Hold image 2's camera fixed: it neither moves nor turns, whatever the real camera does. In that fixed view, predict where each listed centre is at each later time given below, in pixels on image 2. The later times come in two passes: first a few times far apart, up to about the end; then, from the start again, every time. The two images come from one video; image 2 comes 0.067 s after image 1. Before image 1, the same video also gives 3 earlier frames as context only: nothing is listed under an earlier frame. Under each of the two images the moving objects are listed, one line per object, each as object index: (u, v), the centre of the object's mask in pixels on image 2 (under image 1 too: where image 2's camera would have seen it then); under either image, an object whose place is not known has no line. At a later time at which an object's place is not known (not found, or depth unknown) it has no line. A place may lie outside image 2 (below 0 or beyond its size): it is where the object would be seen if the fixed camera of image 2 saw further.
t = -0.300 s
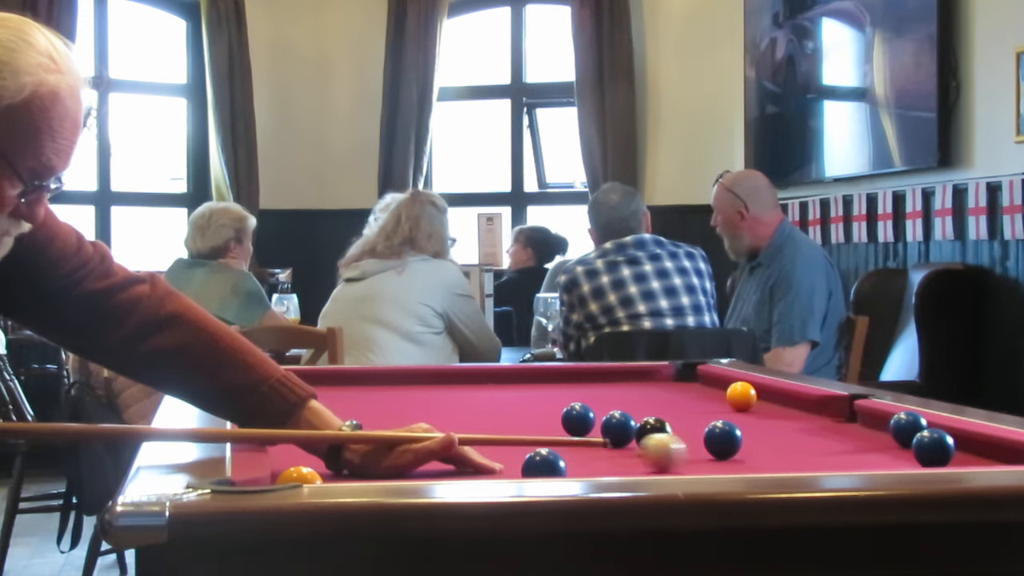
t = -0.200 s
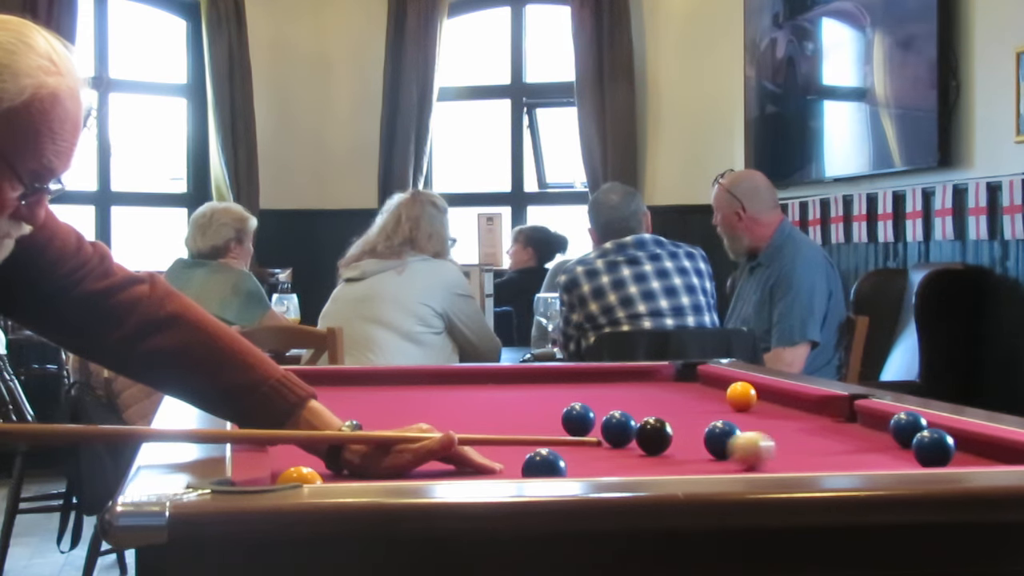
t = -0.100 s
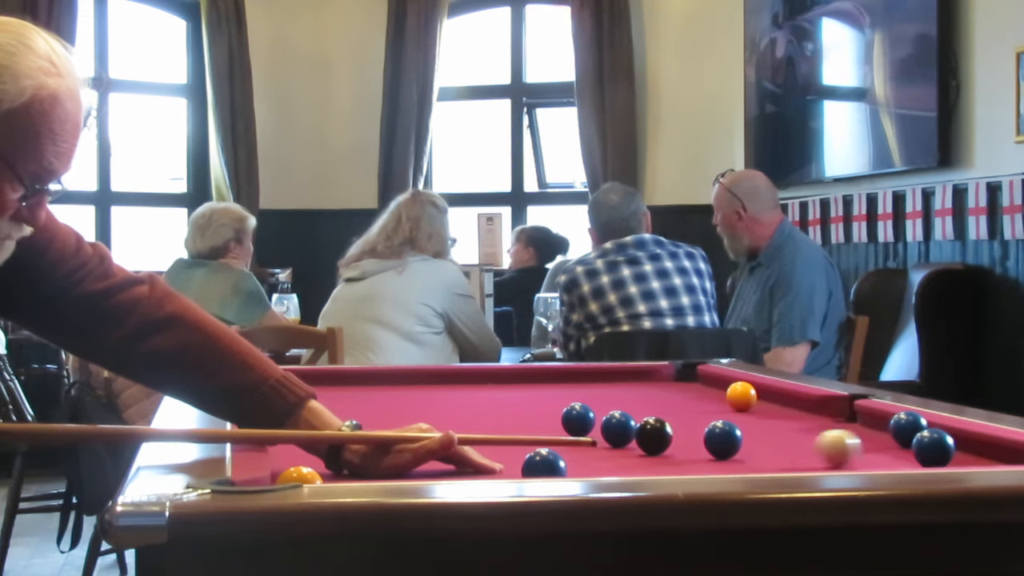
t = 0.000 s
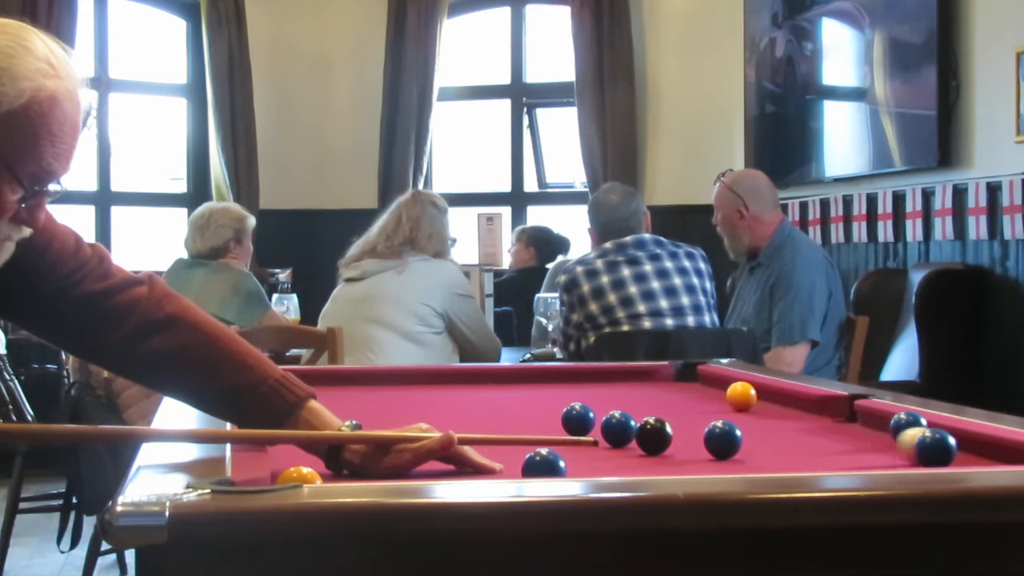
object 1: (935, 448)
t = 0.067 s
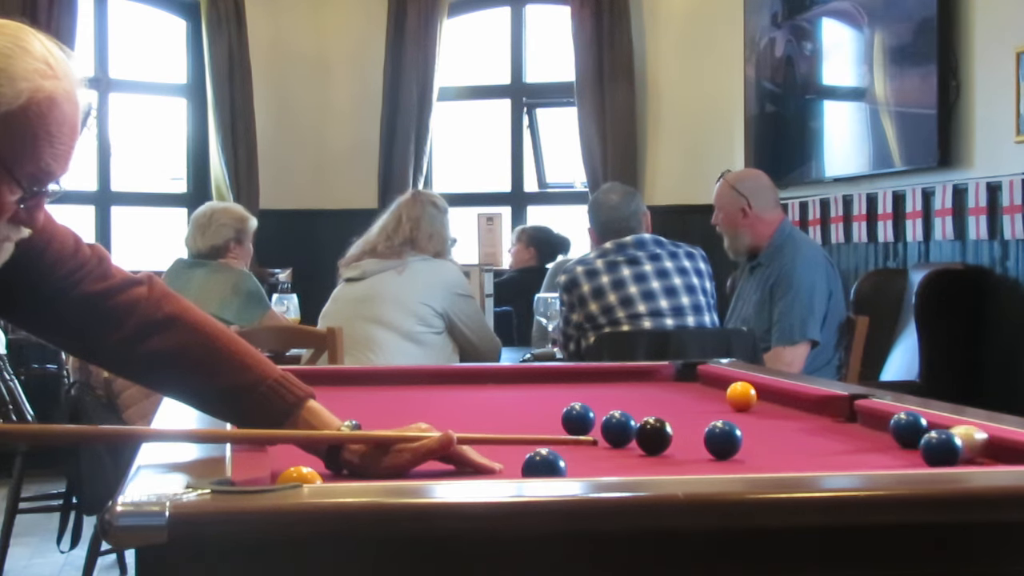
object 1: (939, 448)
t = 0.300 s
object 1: (960, 449)
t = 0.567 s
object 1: (977, 450)
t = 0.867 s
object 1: (993, 451)
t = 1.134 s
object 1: (1001, 451)
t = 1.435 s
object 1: (1004, 452)
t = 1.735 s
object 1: (1003, 452)
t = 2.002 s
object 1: (1004, 452)
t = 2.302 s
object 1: (1004, 452)
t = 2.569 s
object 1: (1003, 452)
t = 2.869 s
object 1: (1002, 452)
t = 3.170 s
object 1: (1003, 452)
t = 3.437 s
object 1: (1002, 452)
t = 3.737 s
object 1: (1002, 452)
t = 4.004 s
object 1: (1002, 452)
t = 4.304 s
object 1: (1002, 452)
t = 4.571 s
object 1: (1002, 452)
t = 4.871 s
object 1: (1002, 452)
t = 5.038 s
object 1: (1002, 452)
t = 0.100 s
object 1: (943, 448)
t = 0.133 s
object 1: (946, 449)
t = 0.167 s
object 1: (950, 449)
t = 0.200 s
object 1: (952, 449)
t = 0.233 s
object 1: (955, 449)
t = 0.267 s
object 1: (958, 449)
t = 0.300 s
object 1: (960, 449)
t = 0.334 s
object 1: (962, 449)
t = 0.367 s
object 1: (965, 450)
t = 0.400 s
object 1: (967, 450)
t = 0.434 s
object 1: (968, 450)
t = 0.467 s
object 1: (970, 450)
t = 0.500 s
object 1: (973, 450)
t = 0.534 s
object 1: (975, 450)
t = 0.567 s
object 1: (977, 450)
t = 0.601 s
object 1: (977, 451)
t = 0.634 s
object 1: (979, 451)
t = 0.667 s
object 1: (981, 451)
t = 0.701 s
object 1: (983, 451)
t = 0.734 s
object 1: (984, 451)
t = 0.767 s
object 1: (986, 451)
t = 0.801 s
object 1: (990, 451)
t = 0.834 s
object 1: (992, 451)
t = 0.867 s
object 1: (993, 451)
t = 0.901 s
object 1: (994, 451)
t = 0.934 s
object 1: (996, 451)
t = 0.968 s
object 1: (997, 451)
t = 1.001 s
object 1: (998, 451)
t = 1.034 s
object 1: (998, 451)
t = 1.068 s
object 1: (1000, 451)
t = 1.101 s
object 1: (1000, 451)
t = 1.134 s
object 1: (1001, 451)
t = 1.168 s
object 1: (1002, 452)
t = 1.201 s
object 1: (1001, 452)
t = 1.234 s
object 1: (1001, 452)
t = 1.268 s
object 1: (1003, 452)
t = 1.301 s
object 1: (1003, 452)
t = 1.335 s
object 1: (1003, 452)
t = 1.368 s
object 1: (1003, 452)
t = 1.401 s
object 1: (1004, 452)
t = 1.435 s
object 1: (1004, 452)
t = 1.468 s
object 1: (1004, 452)
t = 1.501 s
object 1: (1004, 452)
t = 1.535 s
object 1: (1003, 452)
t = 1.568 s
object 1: (1004, 452)
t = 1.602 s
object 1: (1003, 452)
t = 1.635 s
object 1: (1003, 452)
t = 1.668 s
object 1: (1002, 452)
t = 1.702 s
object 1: (1004, 452)
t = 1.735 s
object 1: (1003, 452)
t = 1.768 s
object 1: (1003, 452)
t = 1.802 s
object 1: (1004, 452)
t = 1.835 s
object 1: (1004, 452)
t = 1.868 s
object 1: (1003, 452)
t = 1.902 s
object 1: (1004, 452)
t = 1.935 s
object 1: (1003, 452)
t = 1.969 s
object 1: (1003, 452)
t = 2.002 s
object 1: (1004, 452)
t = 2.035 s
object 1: (1003, 452)
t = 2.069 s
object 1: (1002, 452)
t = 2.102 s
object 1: (1004, 452)
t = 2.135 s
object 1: (1004, 452)
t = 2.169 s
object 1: (1004, 452)
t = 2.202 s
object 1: (1004, 452)
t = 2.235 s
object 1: (1002, 452)
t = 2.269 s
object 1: (1002, 452)
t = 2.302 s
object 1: (1004, 452)
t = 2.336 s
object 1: (1004, 452)
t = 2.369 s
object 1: (1003, 452)
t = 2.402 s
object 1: (1004, 452)
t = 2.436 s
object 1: (1002, 452)
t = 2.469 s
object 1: (1002, 452)
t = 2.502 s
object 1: (1004, 452)
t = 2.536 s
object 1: (1002, 452)
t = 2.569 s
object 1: (1003, 452)
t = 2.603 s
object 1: (1004, 452)
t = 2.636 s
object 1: (1003, 452)
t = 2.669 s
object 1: (1003, 452)
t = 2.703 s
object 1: (1003, 452)
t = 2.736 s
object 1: (1003, 452)
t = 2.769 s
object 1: (1002, 452)
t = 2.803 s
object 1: (1003, 452)
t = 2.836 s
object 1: (1003, 452)
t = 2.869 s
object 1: (1002, 452)
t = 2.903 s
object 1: (1003, 452)
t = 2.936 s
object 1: (1003, 452)
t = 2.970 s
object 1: (1003, 452)
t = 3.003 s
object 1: (1002, 452)
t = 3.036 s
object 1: (1002, 452)
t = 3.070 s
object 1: (1003, 452)
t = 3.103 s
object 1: (1002, 452)
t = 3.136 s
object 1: (1002, 452)
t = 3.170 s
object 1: (1003, 452)
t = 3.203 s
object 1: (1002, 452)
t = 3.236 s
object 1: (1002, 452)
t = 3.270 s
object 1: (1002, 452)
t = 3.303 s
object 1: (1003, 452)
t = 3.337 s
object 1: (1002, 452)
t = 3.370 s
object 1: (1003, 452)
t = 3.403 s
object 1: (1002, 452)
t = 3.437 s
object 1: (1002, 452)
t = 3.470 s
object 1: (1002, 452)
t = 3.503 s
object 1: (1003, 452)
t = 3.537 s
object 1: (1002, 452)
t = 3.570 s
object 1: (1002, 452)
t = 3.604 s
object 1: (1002, 452)
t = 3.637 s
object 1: (1002, 452)
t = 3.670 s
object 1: (1002, 452)
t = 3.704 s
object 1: (1002, 452)
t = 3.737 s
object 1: (1002, 452)
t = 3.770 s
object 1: (1002, 452)
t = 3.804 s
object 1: (1002, 452)
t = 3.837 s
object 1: (1002, 452)
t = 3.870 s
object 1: (1002, 452)
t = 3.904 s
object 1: (1002, 452)
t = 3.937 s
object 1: (1002, 452)
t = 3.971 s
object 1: (1002, 452)
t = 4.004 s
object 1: (1002, 452)
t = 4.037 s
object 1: (1002, 452)
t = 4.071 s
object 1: (1002, 452)
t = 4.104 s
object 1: (1002, 452)
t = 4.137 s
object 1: (1002, 452)
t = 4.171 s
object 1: (1002, 452)
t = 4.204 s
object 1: (1002, 452)
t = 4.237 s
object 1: (1002, 452)
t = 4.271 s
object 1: (1002, 452)
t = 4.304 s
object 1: (1002, 452)
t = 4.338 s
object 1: (1002, 452)
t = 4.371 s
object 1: (1002, 452)
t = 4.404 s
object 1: (1002, 452)
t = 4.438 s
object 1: (1002, 452)
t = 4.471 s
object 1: (1002, 452)
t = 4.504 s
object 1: (1002, 452)
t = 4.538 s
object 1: (1002, 452)
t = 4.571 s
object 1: (1002, 452)
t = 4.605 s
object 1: (1002, 452)
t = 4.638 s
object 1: (1002, 452)
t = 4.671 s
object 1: (1002, 452)
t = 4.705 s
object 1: (1002, 452)
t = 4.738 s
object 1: (1002, 452)
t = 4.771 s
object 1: (1002, 452)
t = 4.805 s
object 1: (1002, 452)
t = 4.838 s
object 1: (1002, 452)
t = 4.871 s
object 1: (1002, 452)
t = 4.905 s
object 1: (1002, 452)
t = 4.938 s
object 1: (1002, 452)
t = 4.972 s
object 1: (1002, 452)
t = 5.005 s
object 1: (1002, 452)
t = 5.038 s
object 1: (1002, 452)
